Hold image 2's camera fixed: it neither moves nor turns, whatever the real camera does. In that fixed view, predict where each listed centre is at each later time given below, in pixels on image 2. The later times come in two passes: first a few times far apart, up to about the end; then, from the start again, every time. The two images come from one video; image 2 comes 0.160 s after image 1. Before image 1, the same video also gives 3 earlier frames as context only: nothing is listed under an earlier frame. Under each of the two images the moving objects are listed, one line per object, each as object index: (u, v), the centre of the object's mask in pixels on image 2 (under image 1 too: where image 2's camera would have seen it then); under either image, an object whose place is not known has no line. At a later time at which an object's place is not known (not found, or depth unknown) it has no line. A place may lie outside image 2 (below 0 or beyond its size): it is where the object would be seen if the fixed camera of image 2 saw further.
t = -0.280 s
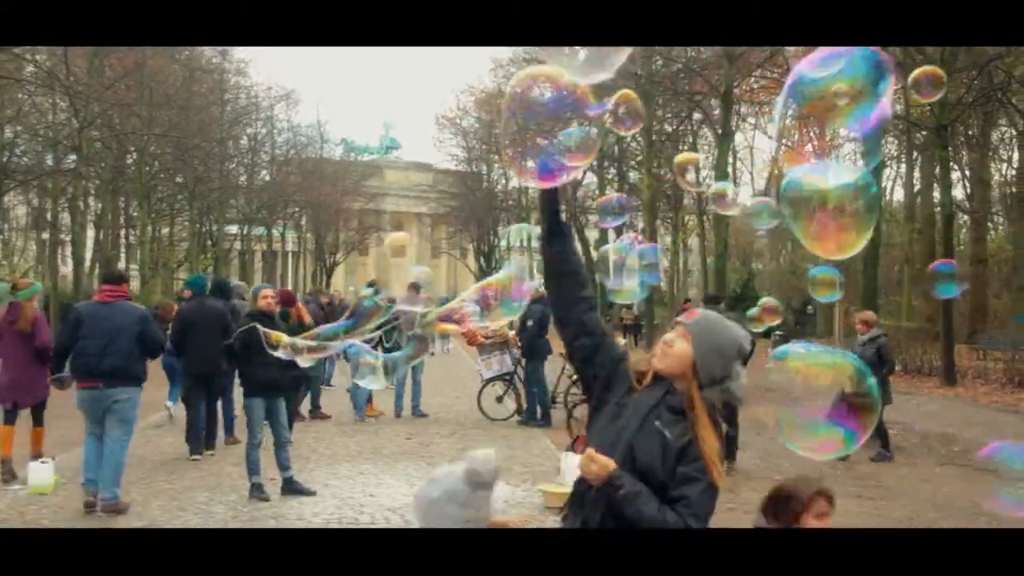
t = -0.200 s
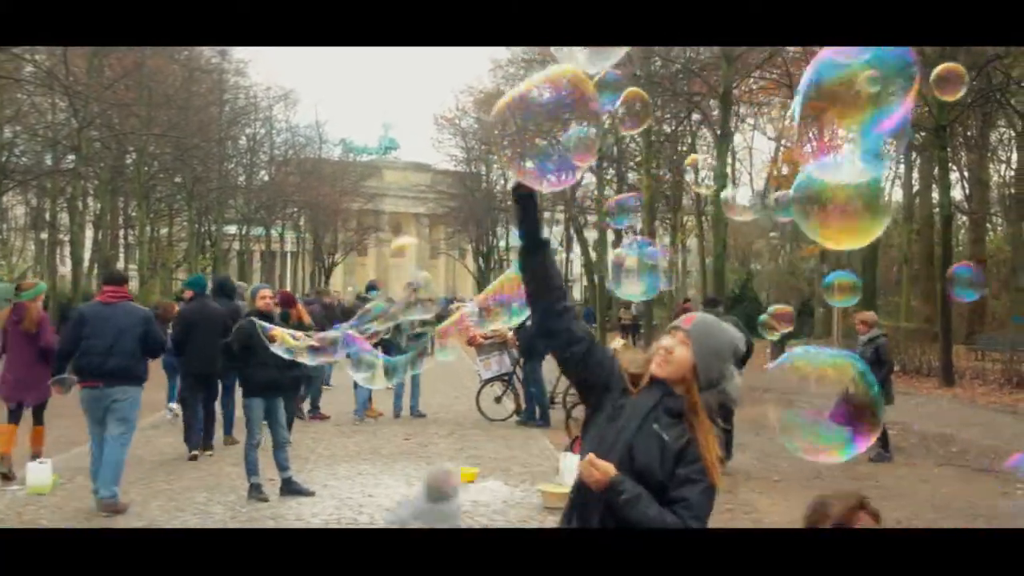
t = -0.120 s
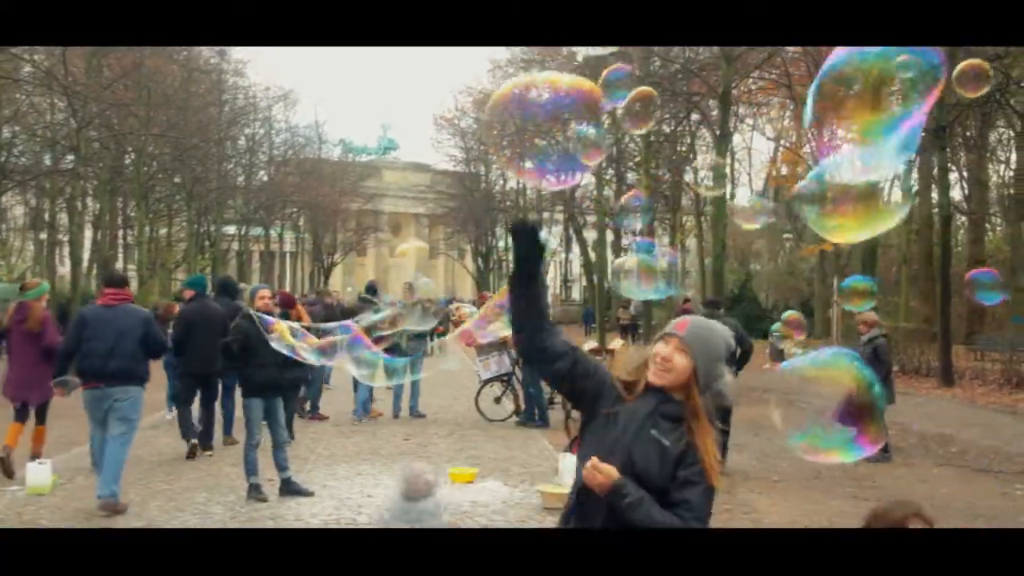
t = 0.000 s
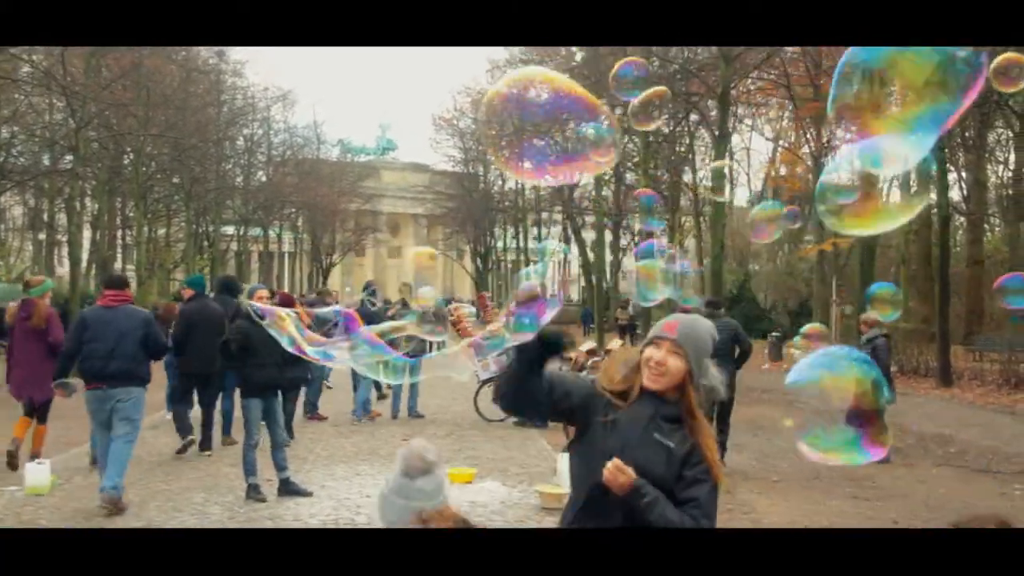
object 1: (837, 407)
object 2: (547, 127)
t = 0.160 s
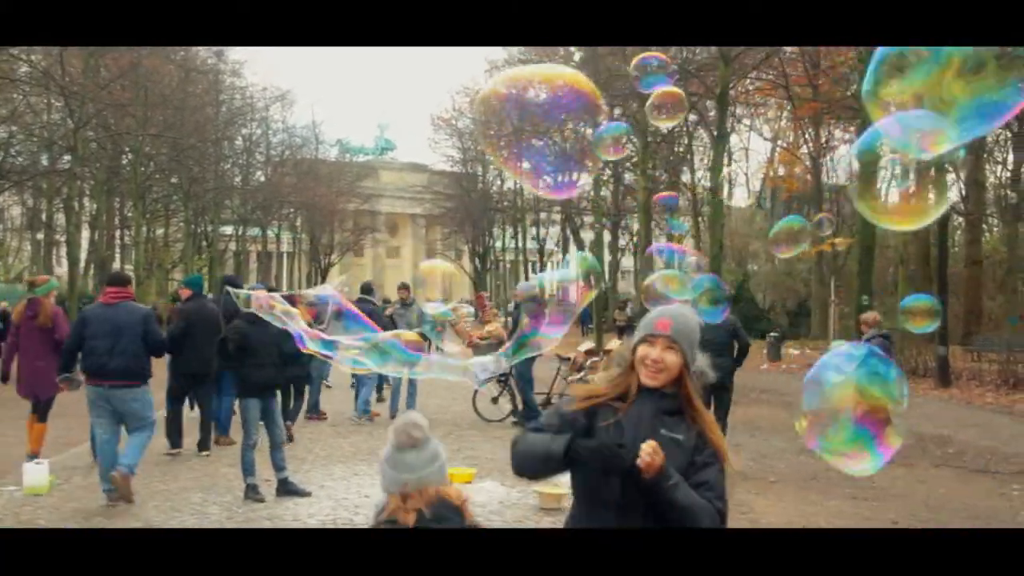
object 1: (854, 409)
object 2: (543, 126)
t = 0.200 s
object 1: (857, 409)
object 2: (542, 123)
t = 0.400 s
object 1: (880, 411)
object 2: (542, 122)
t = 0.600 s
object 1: (903, 409)
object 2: (549, 120)
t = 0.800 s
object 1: (930, 402)
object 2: (552, 112)
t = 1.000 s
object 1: (958, 390)
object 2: (561, 100)
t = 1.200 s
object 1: (980, 373)
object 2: (597, 82)
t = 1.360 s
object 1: (993, 363)
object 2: (631, 66)
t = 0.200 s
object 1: (857, 409)
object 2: (542, 123)
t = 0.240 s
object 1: (864, 410)
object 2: (542, 123)
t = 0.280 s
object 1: (867, 411)
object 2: (543, 123)
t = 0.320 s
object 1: (870, 411)
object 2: (543, 123)
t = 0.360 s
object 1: (875, 412)
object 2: (544, 122)
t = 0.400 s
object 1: (880, 411)
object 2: (542, 122)
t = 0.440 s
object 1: (884, 411)
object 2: (542, 122)
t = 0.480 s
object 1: (888, 411)
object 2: (545, 120)
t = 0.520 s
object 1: (893, 411)
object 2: (547, 119)
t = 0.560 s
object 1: (898, 410)
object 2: (547, 119)
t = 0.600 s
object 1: (903, 409)
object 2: (549, 120)
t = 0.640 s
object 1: (907, 408)
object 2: (550, 121)
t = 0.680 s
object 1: (911, 406)
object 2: (551, 119)
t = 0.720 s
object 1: (917, 405)
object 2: (551, 117)
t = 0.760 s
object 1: (923, 403)
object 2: (551, 114)
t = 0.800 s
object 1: (930, 402)
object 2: (552, 112)
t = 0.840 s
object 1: (936, 400)
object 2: (552, 109)
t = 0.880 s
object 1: (943, 397)
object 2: (554, 104)
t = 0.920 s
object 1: (950, 396)
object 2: (555, 104)
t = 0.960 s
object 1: (954, 393)
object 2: (556, 102)
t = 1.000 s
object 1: (958, 390)
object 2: (561, 100)
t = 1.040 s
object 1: (961, 386)
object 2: (565, 97)
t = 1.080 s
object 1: (965, 382)
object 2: (574, 93)
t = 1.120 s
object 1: (968, 380)
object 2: (582, 88)
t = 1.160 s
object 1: (972, 377)
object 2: (590, 85)
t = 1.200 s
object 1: (980, 373)
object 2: (597, 82)
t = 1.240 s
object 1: (983, 370)
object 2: (606, 80)
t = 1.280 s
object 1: (986, 368)
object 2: (618, 76)
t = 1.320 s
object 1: (989, 366)
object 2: (625, 71)
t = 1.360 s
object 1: (993, 363)
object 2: (631, 66)
